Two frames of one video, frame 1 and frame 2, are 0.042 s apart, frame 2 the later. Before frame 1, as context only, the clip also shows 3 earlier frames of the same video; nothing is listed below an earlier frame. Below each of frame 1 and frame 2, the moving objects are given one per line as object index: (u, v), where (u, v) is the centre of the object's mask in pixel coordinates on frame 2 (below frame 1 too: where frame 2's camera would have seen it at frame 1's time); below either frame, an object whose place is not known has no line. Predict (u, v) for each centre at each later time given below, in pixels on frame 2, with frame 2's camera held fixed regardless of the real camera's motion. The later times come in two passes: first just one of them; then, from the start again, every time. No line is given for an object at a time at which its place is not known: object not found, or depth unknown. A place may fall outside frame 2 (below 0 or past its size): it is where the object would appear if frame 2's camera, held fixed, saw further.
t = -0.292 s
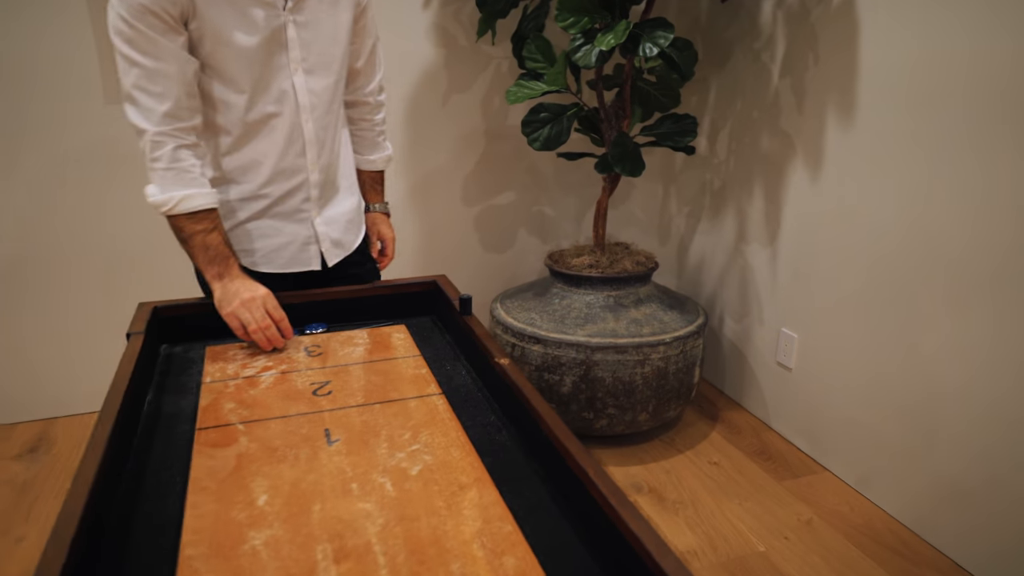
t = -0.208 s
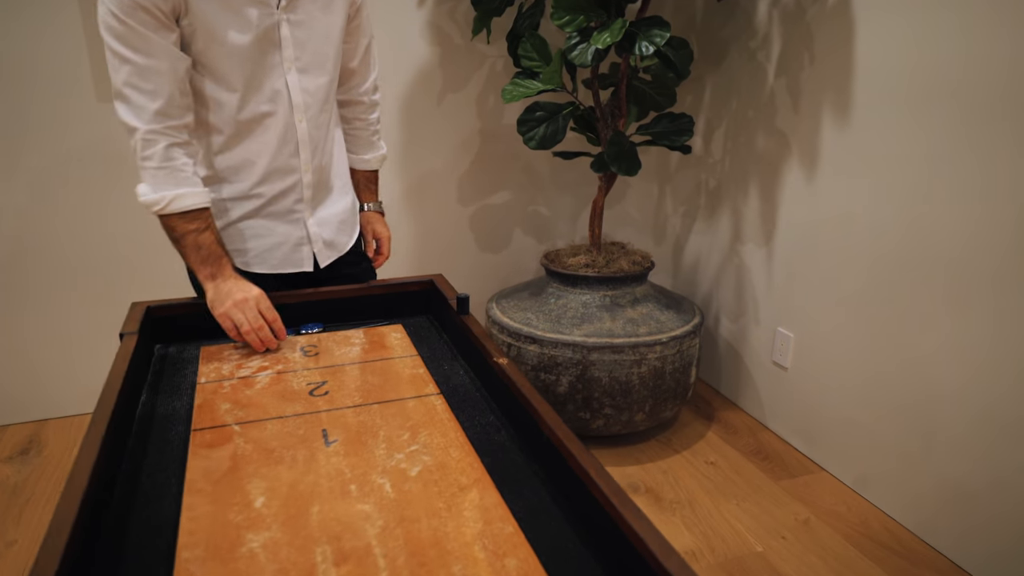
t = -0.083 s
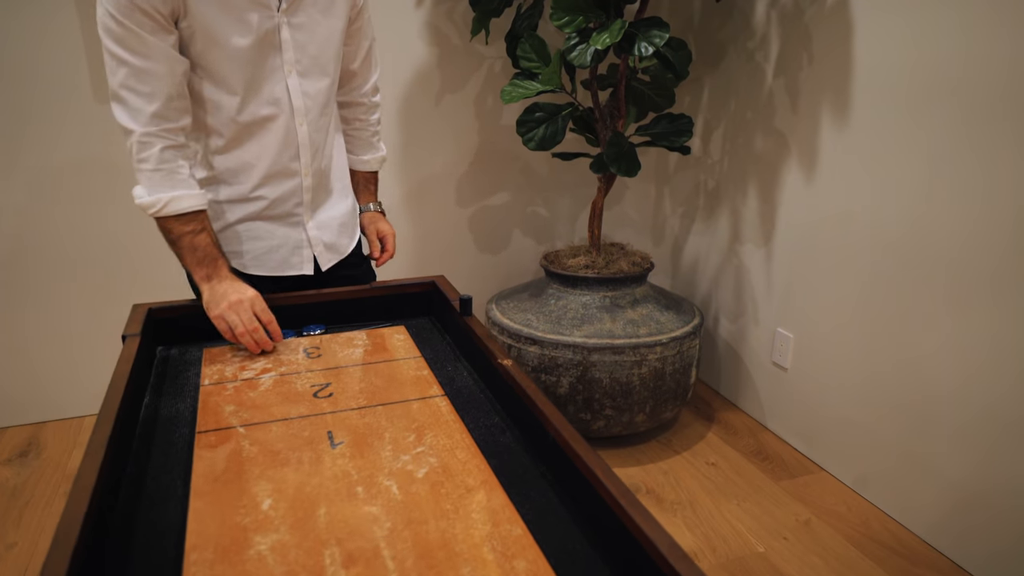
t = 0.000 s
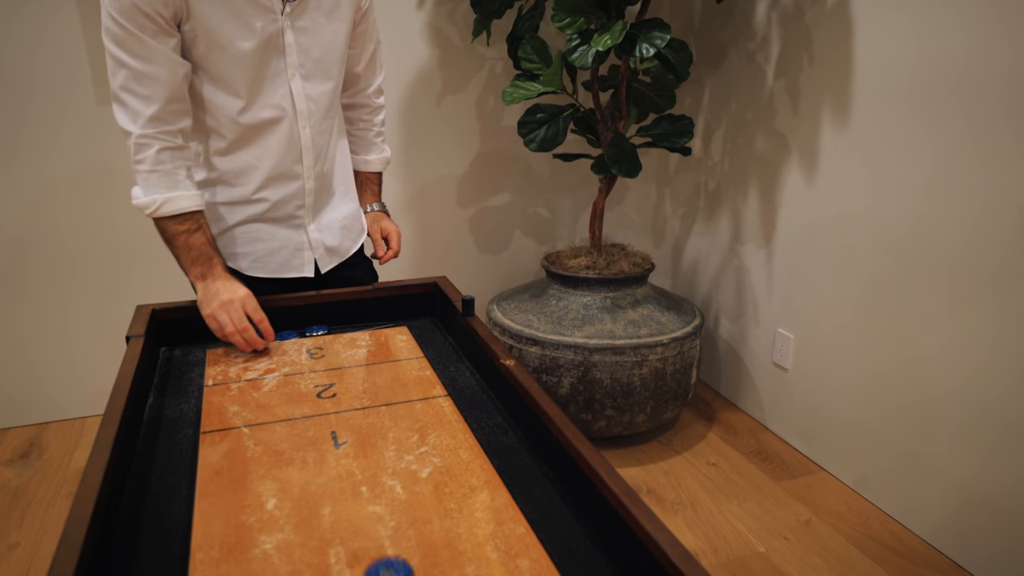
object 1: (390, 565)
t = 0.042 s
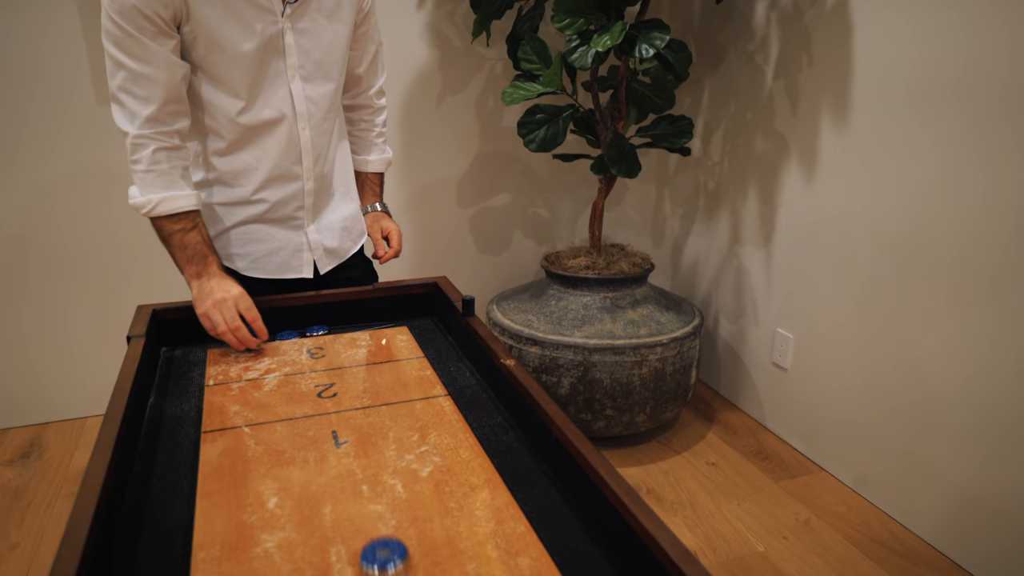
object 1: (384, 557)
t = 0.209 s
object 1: (366, 495)
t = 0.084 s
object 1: (379, 541)
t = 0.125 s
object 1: (375, 525)
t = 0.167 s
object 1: (370, 509)
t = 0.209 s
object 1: (366, 495)
